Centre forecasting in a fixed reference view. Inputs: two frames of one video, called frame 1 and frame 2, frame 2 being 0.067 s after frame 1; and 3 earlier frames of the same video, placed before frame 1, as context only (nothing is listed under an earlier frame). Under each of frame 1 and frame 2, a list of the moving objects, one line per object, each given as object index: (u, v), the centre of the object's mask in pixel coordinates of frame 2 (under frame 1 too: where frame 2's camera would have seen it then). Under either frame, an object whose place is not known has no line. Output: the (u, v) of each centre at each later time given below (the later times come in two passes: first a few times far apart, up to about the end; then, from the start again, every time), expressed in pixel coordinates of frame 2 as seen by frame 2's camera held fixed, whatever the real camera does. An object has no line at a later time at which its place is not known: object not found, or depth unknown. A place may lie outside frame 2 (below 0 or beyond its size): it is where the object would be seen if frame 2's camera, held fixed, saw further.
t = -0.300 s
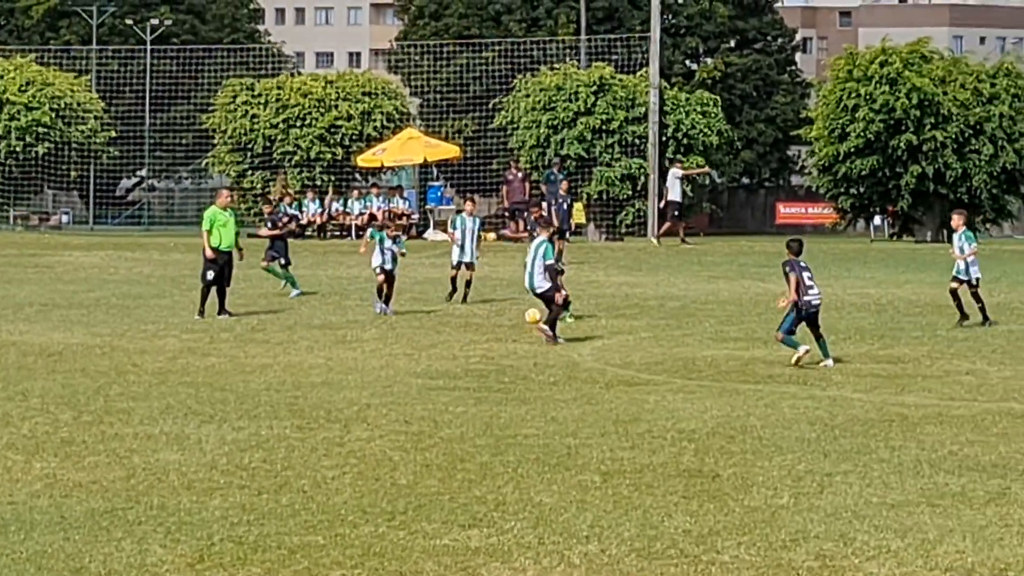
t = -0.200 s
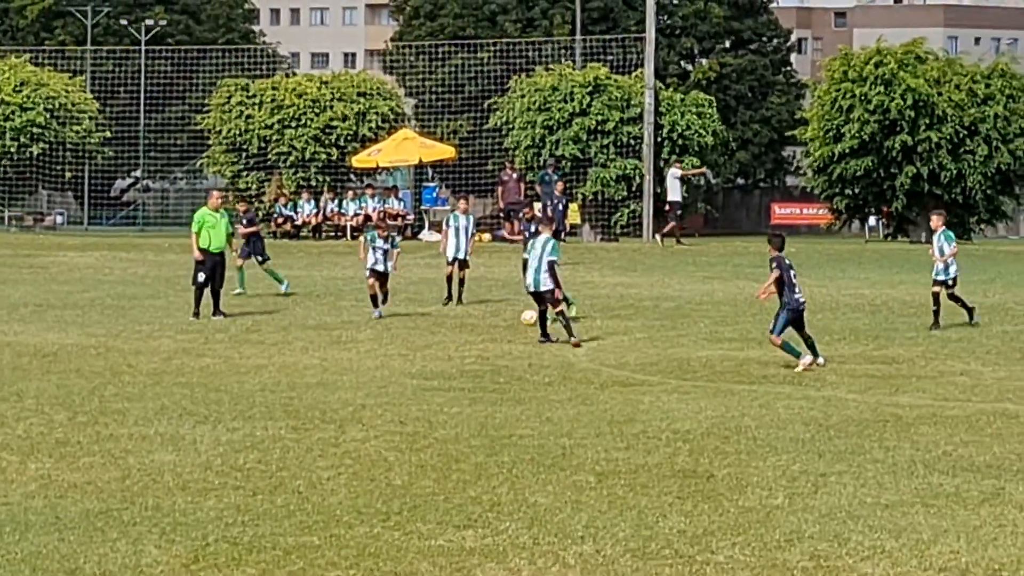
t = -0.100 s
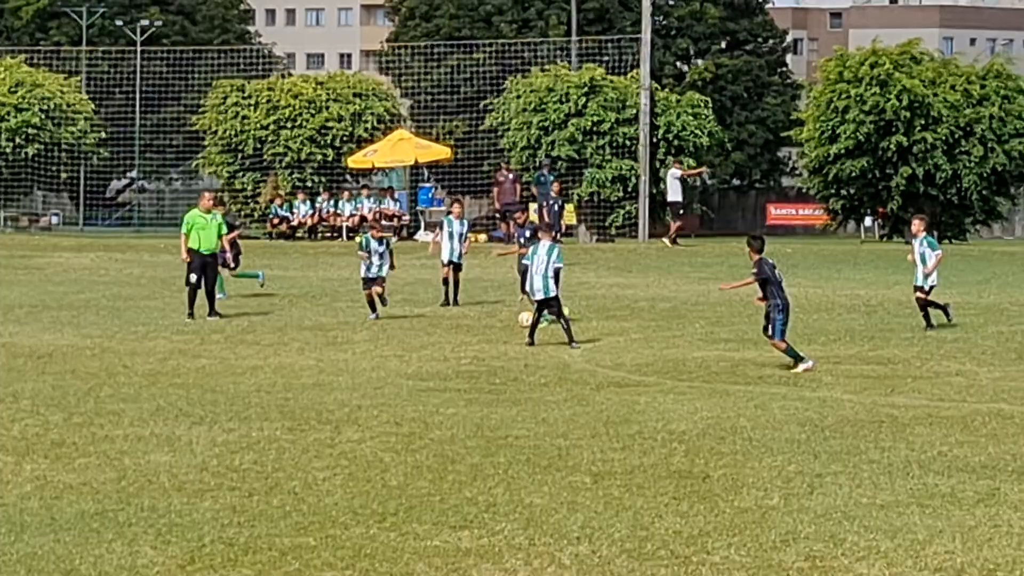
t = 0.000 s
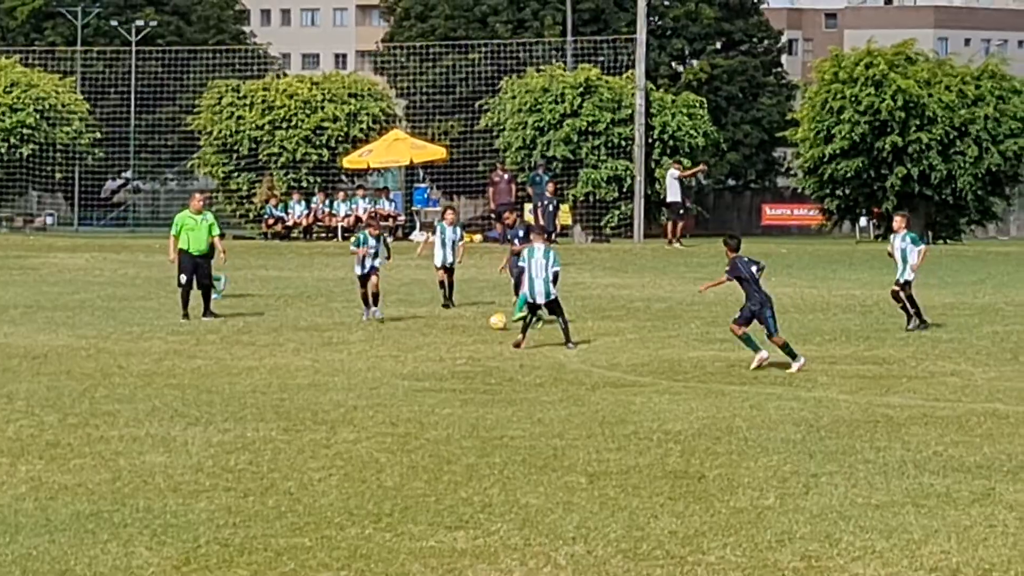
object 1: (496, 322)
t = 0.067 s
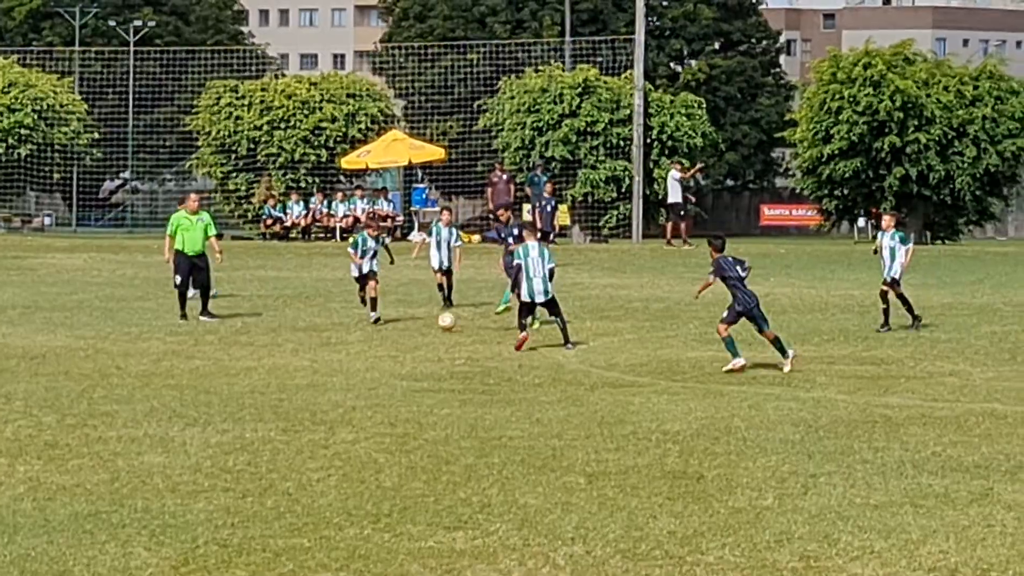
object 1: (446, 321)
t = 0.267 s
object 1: (297, 330)
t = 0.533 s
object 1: (110, 340)
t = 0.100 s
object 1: (420, 323)
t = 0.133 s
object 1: (395, 325)
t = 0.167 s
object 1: (370, 327)
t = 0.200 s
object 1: (344, 331)
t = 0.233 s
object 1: (321, 330)
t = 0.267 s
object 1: (297, 330)
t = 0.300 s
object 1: (274, 330)
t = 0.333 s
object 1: (250, 333)
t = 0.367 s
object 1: (225, 334)
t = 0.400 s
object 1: (201, 337)
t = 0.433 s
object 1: (178, 337)
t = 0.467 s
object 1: (156, 337)
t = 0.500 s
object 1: (133, 338)
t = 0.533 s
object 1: (110, 340)
